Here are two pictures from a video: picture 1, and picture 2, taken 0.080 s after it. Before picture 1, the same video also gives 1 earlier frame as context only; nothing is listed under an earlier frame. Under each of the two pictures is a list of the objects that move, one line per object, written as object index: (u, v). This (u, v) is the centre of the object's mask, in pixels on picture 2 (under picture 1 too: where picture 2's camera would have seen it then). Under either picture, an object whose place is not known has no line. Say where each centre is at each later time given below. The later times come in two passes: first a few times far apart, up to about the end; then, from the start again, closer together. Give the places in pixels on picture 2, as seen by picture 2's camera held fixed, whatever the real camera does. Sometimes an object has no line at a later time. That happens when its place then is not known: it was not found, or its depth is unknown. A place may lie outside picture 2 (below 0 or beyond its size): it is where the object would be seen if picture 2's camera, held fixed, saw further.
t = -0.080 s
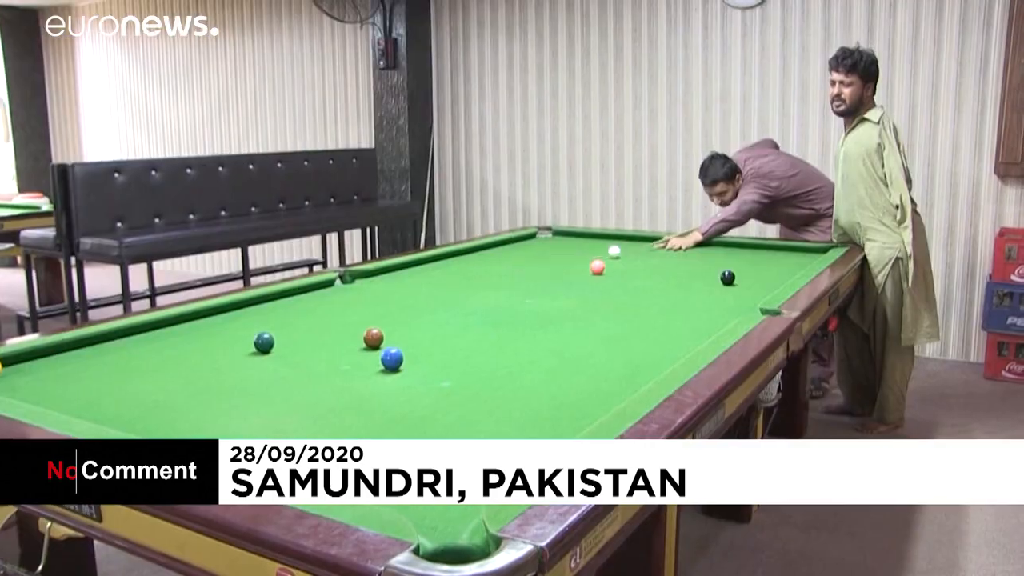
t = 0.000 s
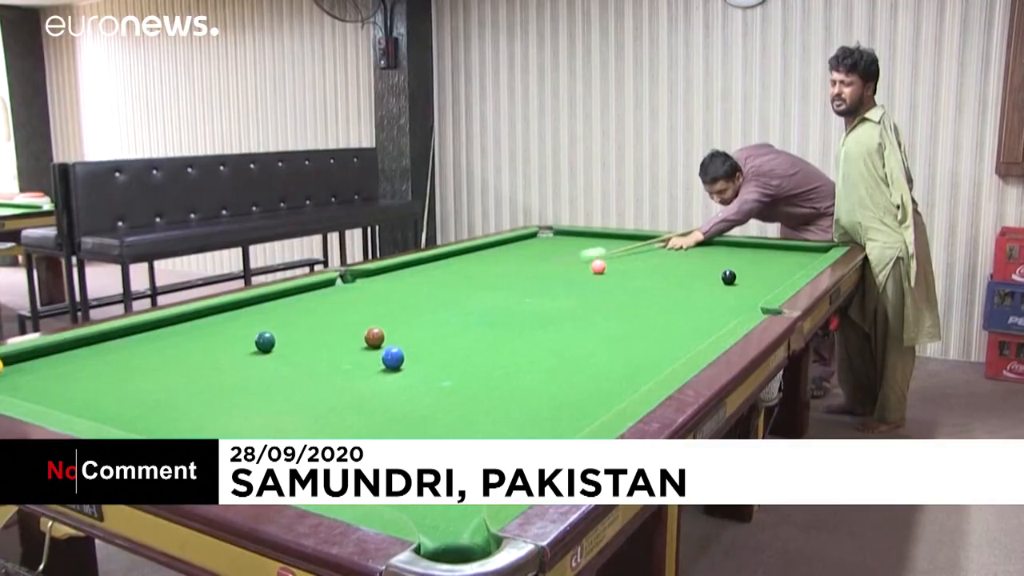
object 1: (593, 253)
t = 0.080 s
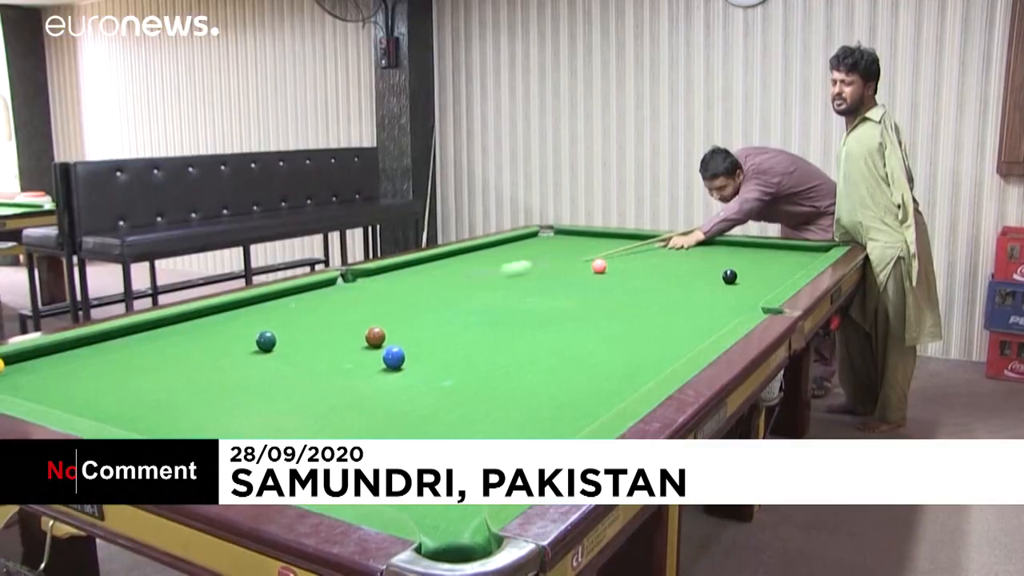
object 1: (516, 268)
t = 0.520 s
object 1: (1, 385)
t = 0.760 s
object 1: (136, 371)
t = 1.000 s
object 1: (243, 358)
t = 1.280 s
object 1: (354, 345)
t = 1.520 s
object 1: (439, 337)
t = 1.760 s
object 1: (516, 329)
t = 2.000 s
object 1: (585, 322)
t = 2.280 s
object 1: (657, 315)
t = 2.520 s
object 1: (712, 309)
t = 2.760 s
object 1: (754, 303)
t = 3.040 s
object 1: (739, 294)
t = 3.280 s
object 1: (727, 288)
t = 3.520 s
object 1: (717, 283)
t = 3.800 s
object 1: (706, 277)
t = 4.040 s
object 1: (699, 273)
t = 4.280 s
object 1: (692, 269)
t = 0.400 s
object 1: (27, 362)
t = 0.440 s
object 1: (9, 371)
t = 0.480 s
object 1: (3, 379)
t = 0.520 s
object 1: (1, 385)
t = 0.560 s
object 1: (21, 384)
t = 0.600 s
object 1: (49, 381)
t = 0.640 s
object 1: (74, 377)
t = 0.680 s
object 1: (97, 375)
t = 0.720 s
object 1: (116, 373)
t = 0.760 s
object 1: (136, 371)
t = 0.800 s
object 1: (155, 368)
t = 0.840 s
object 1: (173, 366)
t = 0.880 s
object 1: (191, 364)
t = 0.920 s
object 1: (209, 362)
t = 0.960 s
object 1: (226, 360)
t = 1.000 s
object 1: (243, 358)
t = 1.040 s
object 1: (260, 356)
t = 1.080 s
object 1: (276, 354)
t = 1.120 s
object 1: (292, 352)
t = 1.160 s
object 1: (308, 351)
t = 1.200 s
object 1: (324, 348)
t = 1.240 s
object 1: (339, 347)
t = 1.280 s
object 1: (354, 345)
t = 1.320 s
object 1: (368, 343)
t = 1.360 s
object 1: (382, 341)
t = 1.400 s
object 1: (398, 338)
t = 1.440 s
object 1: (412, 339)
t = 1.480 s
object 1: (426, 338)
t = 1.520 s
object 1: (439, 337)
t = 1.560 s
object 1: (453, 336)
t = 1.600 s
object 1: (466, 334)
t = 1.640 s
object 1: (478, 333)
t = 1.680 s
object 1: (491, 332)
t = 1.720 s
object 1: (503, 330)
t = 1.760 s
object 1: (516, 329)
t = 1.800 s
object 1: (528, 328)
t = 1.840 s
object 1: (539, 327)
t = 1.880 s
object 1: (551, 325)
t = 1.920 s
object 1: (562, 324)
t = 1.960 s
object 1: (574, 323)
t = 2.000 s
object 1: (585, 322)
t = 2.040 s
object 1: (596, 321)
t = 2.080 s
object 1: (606, 320)
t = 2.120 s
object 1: (617, 318)
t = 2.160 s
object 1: (627, 317)
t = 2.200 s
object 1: (638, 317)
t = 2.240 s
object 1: (647, 316)
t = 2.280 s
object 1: (657, 315)
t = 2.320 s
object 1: (667, 314)
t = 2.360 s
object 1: (676, 313)
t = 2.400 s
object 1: (686, 311)
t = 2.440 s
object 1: (695, 311)
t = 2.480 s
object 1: (703, 310)
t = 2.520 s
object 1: (712, 309)
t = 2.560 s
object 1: (721, 308)
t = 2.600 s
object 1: (729, 307)
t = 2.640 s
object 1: (738, 306)
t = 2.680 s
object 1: (746, 305)
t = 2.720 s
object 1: (753, 304)
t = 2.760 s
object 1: (754, 303)
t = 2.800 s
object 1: (752, 302)
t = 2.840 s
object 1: (750, 300)
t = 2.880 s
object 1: (747, 299)
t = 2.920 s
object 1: (745, 298)
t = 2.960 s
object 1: (743, 297)
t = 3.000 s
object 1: (740, 295)
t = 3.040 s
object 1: (739, 294)
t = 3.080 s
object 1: (736, 293)
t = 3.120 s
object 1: (734, 292)
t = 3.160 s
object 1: (733, 291)
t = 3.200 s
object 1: (731, 290)
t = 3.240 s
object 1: (729, 289)
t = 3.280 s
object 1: (727, 288)
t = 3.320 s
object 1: (725, 287)
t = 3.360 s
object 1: (723, 286)
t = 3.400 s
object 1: (721, 285)
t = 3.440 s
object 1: (720, 284)
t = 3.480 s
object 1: (718, 284)
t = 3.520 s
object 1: (717, 283)
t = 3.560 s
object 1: (715, 282)
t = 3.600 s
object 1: (713, 281)
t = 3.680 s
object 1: (710, 279)
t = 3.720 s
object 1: (709, 278)
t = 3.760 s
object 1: (707, 278)
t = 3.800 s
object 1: (706, 277)
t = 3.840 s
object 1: (705, 276)
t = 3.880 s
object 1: (704, 276)
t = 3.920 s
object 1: (702, 275)
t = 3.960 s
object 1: (701, 274)
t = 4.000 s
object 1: (700, 273)
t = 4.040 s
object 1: (699, 273)
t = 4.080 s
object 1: (697, 272)
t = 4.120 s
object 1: (696, 272)
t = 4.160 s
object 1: (695, 271)
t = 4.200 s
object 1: (694, 271)
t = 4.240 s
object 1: (693, 270)
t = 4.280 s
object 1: (692, 269)
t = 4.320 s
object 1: (691, 269)
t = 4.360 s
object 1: (690, 268)
